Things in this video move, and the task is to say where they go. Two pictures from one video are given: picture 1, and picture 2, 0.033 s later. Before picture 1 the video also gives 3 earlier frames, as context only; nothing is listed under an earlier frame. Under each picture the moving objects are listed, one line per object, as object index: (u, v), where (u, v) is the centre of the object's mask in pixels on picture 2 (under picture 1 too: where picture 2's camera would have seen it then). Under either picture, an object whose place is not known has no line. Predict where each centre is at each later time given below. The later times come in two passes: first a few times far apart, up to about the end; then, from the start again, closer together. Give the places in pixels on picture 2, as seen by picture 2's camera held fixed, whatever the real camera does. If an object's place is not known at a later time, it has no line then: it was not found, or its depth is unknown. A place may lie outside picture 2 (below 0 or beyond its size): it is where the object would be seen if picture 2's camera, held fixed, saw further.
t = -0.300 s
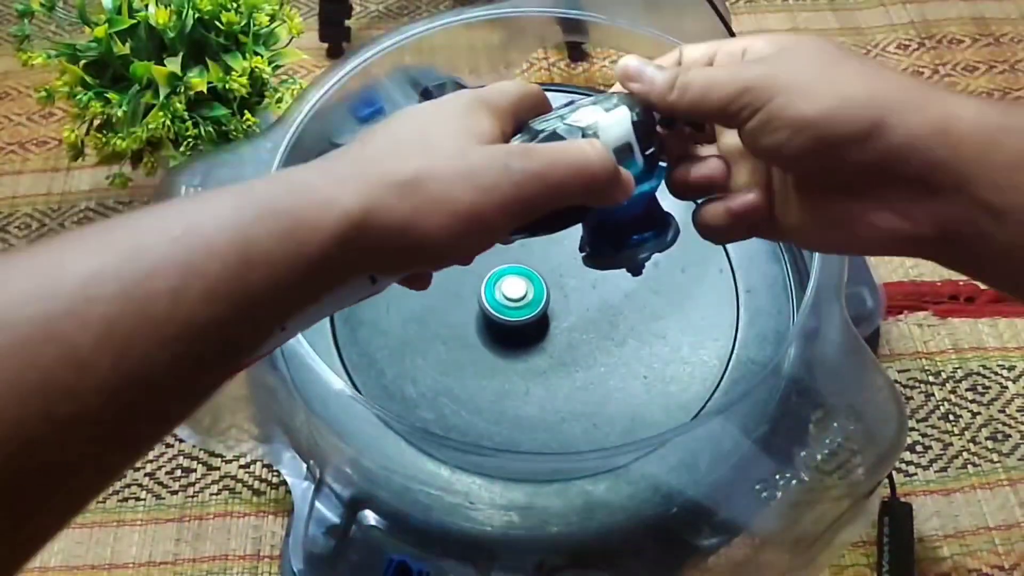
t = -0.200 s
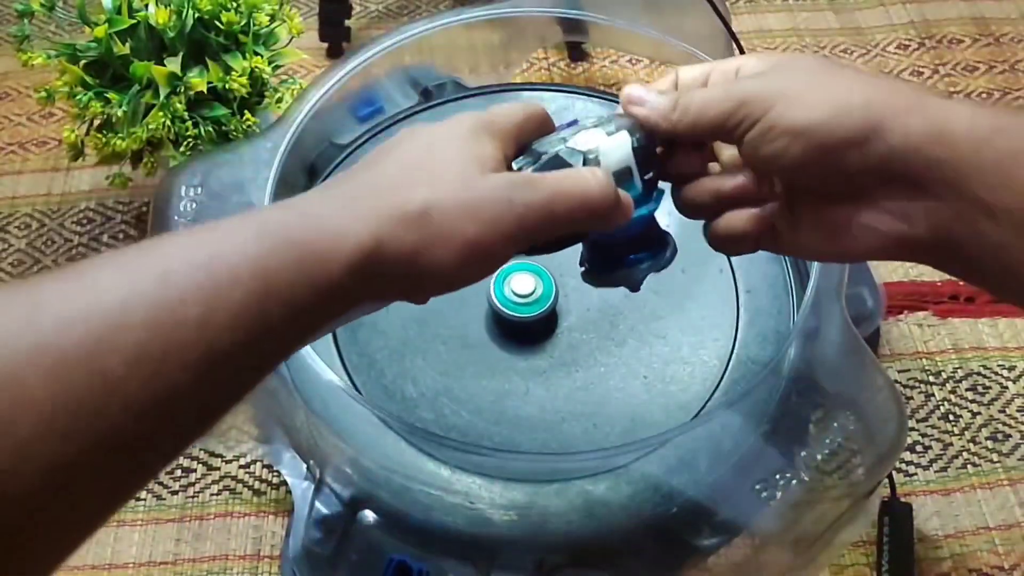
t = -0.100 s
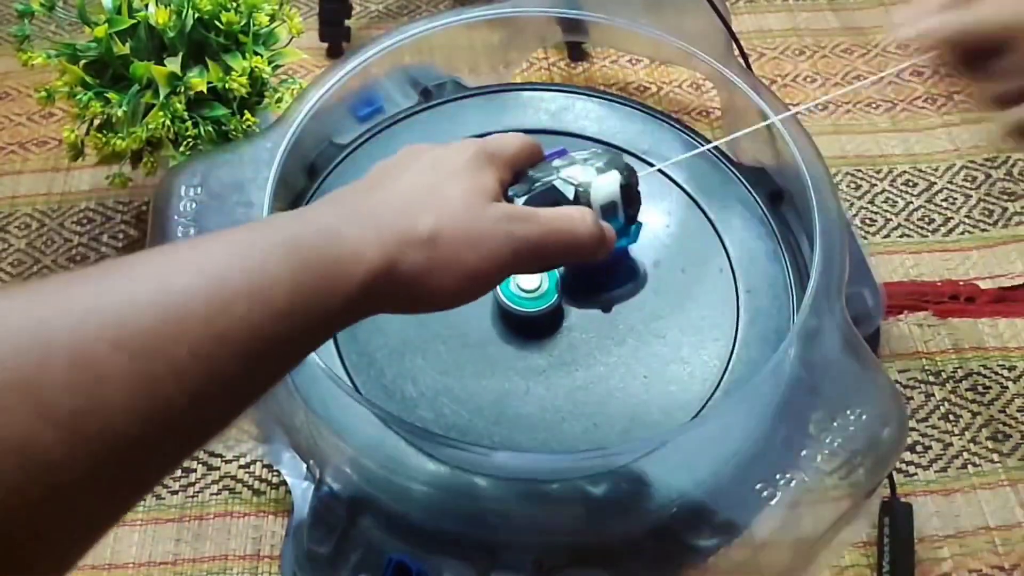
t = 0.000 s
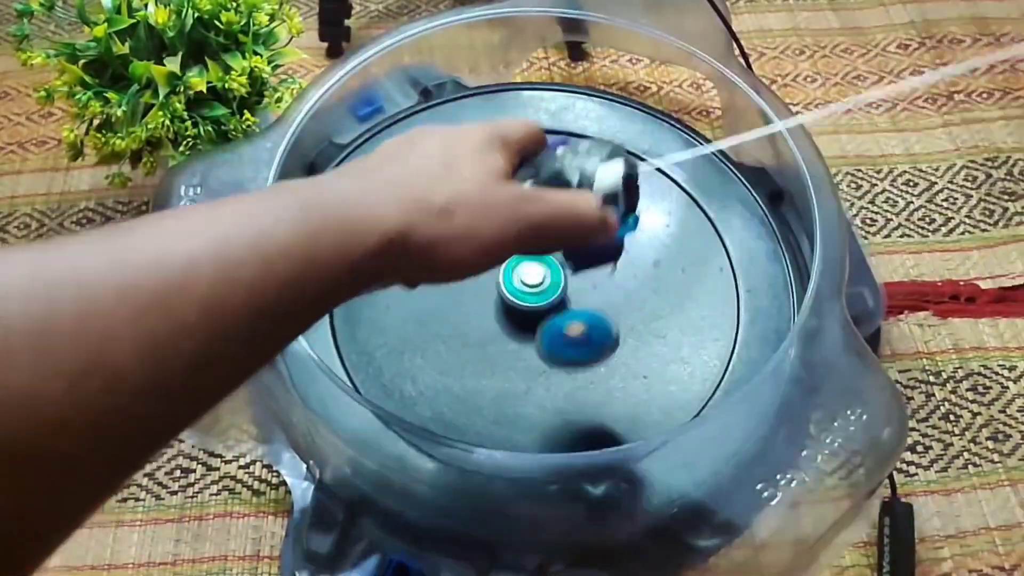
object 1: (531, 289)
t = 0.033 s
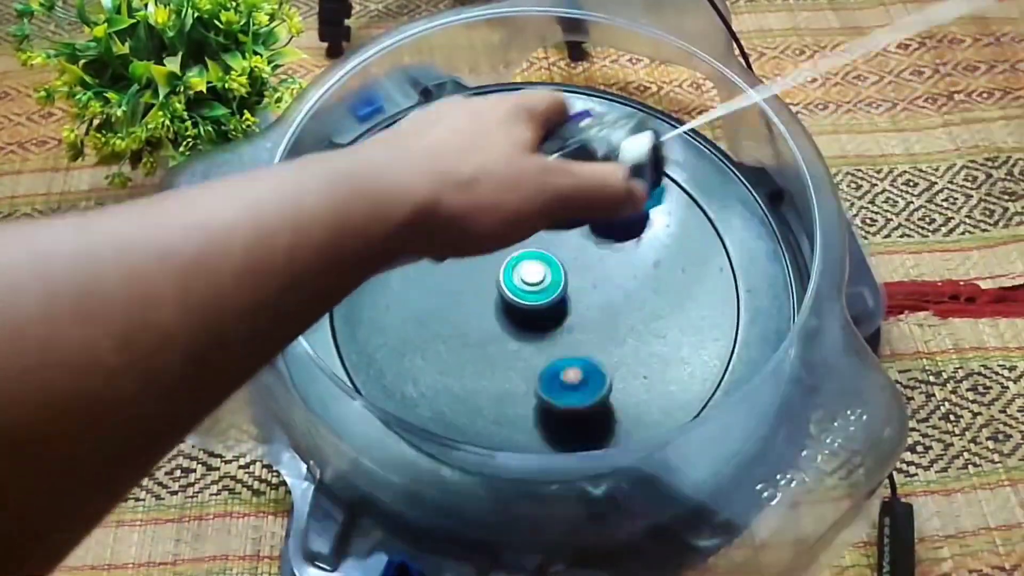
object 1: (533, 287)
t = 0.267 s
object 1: (535, 291)
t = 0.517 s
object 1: (552, 292)
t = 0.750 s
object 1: (548, 293)
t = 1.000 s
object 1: (563, 310)
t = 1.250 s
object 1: (561, 304)
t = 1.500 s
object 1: (698, 321)
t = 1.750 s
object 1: (773, 249)
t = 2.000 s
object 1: (733, 202)
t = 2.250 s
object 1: (625, 194)
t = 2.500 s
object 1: (502, 245)
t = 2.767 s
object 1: (428, 345)
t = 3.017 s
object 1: (451, 417)
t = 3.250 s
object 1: (521, 453)
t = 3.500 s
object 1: (582, 399)
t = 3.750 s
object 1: (592, 317)
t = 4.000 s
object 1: (743, 233)
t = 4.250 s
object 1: (630, 184)
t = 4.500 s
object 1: (563, 176)
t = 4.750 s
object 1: (500, 225)
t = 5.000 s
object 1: (478, 311)
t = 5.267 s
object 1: (513, 394)
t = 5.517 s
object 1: (571, 418)
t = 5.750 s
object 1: (761, 317)
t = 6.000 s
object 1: (747, 232)
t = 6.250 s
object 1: (656, 189)
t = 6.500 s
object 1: (528, 203)
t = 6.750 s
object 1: (419, 264)
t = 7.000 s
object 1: (380, 349)
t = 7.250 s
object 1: (426, 405)
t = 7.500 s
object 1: (517, 420)
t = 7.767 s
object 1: (593, 365)
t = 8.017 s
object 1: (608, 284)
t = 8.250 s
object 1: (581, 230)
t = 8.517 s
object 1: (532, 212)
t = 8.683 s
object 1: (504, 225)
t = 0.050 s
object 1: (532, 288)
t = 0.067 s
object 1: (532, 286)
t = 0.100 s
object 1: (532, 288)
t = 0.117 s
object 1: (532, 288)
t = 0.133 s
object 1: (532, 288)
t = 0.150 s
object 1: (532, 288)
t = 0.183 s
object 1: (533, 288)
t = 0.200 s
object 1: (533, 289)
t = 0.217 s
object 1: (533, 290)
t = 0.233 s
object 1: (534, 290)
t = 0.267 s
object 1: (535, 291)
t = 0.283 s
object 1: (536, 292)
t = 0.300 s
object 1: (537, 291)
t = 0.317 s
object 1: (538, 293)
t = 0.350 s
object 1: (541, 294)
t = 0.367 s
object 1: (542, 294)
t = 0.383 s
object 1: (543, 294)
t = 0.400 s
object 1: (545, 294)
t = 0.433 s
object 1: (547, 294)
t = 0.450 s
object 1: (549, 293)
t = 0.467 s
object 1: (550, 293)
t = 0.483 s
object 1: (551, 293)
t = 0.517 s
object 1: (552, 292)
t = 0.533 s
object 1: (553, 291)
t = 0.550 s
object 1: (553, 290)
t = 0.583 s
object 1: (553, 289)
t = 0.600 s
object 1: (553, 289)
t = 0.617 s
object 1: (553, 288)
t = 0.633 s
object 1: (552, 288)
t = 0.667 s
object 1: (551, 289)
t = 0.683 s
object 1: (550, 289)
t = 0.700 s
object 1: (549, 288)
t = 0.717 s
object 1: (549, 291)
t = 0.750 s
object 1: (548, 293)
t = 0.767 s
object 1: (548, 294)
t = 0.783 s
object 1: (548, 296)
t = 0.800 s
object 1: (549, 297)
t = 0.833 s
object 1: (550, 300)
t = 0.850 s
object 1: (551, 302)
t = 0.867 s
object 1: (552, 303)
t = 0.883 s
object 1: (553, 305)
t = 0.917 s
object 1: (556, 307)
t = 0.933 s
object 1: (557, 308)
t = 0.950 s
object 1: (559, 309)
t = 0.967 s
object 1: (560, 309)
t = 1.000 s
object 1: (563, 310)
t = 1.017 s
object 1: (565, 310)
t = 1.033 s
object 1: (566, 310)
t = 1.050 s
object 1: (568, 309)
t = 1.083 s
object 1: (569, 308)
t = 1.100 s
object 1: (570, 307)
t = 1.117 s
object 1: (570, 306)
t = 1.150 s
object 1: (569, 305)
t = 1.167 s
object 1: (569, 304)
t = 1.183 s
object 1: (567, 303)
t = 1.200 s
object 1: (566, 303)
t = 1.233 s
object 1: (563, 303)
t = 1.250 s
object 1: (561, 304)
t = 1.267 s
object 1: (560, 305)
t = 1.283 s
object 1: (559, 306)
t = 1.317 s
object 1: (556, 308)
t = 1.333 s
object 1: (555, 309)
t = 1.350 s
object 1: (554, 311)
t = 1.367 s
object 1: (553, 311)
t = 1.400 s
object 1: (553, 316)
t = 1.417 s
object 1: (553, 318)
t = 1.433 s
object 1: (564, 320)
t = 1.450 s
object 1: (602, 323)
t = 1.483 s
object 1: (668, 323)
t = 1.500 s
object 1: (698, 321)
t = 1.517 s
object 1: (723, 315)
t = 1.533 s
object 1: (743, 309)
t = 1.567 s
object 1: (765, 294)
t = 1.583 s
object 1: (772, 290)
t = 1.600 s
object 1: (777, 288)
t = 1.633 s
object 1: (779, 282)
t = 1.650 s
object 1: (777, 278)
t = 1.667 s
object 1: (776, 273)
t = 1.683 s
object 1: (775, 269)
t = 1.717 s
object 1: (774, 258)
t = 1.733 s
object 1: (774, 254)
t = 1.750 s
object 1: (773, 249)
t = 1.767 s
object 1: (772, 244)
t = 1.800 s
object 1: (769, 237)
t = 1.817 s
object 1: (768, 234)
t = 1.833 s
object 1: (765, 230)
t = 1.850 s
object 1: (764, 227)
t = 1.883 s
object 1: (759, 220)
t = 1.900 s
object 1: (756, 217)
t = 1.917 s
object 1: (753, 214)
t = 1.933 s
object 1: (749, 211)
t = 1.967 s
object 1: (742, 206)
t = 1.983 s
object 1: (738, 204)
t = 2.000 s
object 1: (733, 202)
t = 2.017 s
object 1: (728, 200)
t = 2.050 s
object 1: (719, 198)
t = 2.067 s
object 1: (713, 195)
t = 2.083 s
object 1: (708, 194)
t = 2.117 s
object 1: (694, 194)
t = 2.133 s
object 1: (686, 194)
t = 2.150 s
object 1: (678, 197)
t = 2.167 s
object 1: (668, 193)
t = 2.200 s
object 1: (651, 194)
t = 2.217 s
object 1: (642, 192)
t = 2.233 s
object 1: (634, 193)
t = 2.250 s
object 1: (625, 194)
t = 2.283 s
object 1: (608, 196)
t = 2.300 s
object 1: (599, 198)
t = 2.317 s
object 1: (591, 202)
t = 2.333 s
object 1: (583, 204)
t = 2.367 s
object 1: (565, 211)
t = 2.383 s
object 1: (557, 215)
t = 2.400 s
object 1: (549, 218)
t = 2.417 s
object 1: (541, 222)
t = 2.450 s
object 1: (525, 231)
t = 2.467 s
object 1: (517, 233)
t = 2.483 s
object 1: (508, 238)
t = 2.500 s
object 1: (502, 245)
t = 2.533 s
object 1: (489, 257)
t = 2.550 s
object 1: (483, 262)
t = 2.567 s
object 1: (476, 268)
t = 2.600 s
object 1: (465, 280)
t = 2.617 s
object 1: (460, 286)
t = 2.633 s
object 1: (455, 293)
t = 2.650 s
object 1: (451, 299)
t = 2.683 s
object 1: (443, 313)
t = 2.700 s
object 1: (439, 320)
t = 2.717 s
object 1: (436, 326)
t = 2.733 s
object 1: (433, 333)
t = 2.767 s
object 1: (428, 345)
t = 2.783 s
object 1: (427, 354)
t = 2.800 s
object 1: (426, 360)
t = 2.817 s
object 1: (425, 367)
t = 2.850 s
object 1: (425, 377)
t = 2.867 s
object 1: (425, 383)
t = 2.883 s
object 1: (427, 390)
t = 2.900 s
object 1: (428, 393)
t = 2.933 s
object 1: (433, 401)
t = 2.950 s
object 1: (436, 405)
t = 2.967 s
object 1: (439, 408)
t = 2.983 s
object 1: (443, 411)
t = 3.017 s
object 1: (451, 417)
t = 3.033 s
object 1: (455, 420)
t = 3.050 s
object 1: (459, 422)
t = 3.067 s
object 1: (465, 424)
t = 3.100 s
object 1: (475, 428)
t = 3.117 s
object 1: (480, 430)
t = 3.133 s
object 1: (486, 432)
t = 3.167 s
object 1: (496, 433)
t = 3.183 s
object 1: (499, 449)
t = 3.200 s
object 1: (505, 451)
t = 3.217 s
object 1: (510, 452)
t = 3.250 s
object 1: (521, 453)
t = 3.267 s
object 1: (527, 453)
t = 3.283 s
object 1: (532, 453)
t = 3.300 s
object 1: (537, 451)
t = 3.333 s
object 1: (547, 431)
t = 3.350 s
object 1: (552, 430)
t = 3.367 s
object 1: (556, 428)
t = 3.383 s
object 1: (560, 426)
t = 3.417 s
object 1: (568, 421)
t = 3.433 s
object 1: (572, 418)
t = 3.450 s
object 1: (575, 415)
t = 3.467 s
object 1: (578, 411)
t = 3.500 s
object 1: (582, 399)
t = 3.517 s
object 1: (583, 394)
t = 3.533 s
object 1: (585, 388)
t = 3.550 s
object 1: (586, 383)
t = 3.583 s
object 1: (587, 374)
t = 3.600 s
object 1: (586, 368)
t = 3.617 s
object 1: (586, 362)
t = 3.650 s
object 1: (584, 351)
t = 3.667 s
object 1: (583, 345)
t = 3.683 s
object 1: (582, 339)
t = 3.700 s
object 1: (581, 334)
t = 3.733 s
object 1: (576, 322)
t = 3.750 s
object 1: (592, 317)
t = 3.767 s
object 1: (627, 314)
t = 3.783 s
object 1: (658, 309)
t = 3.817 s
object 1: (714, 294)
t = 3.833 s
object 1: (739, 290)
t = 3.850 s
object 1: (755, 275)
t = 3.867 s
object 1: (767, 266)
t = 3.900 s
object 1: (781, 251)
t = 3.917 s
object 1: (777, 250)
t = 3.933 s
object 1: (771, 250)
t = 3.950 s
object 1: (766, 245)
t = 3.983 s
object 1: (751, 237)
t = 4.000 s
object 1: (743, 233)
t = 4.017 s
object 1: (736, 229)
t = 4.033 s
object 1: (730, 225)
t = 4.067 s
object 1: (713, 217)
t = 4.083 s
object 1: (704, 214)
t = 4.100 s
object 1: (696, 210)
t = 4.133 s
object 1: (679, 203)
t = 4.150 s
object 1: (670, 200)
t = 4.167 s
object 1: (661, 198)
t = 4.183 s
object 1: (653, 194)
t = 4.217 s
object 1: (640, 189)
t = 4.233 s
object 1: (635, 186)
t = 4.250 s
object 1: (630, 184)
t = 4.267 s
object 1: (625, 181)
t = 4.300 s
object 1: (617, 177)
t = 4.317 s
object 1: (612, 176)
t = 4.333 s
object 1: (608, 176)
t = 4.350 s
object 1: (603, 173)
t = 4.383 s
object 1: (595, 170)
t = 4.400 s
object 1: (590, 169)
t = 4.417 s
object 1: (586, 169)
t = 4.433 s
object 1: (581, 170)
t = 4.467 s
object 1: (572, 171)
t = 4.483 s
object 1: (567, 175)
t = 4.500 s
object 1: (563, 176)
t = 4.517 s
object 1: (558, 178)
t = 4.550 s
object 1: (549, 181)
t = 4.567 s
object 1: (544, 184)
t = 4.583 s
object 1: (540, 187)
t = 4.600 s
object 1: (535, 190)
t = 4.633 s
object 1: (527, 196)
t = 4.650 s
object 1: (522, 200)
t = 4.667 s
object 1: (518, 204)
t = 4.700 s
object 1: (511, 212)
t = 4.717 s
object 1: (507, 216)
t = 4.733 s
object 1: (503, 221)
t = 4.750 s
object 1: (500, 225)
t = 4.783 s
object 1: (494, 235)
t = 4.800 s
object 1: (492, 241)
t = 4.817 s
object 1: (489, 246)
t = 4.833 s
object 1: (487, 252)
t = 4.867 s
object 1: (483, 263)
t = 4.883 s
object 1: (481, 267)
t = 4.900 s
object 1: (480, 274)
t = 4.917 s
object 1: (479, 280)
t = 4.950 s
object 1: (478, 293)
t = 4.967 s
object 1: (478, 299)
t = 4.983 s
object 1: (478, 305)
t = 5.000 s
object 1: (478, 311)
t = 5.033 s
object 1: (479, 323)
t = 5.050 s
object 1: (480, 330)
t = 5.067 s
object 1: (481, 336)
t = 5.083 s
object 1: (483, 341)
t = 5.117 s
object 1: (487, 352)
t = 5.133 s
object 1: (489, 357)
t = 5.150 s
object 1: (491, 363)
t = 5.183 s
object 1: (497, 372)
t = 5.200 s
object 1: (500, 377)
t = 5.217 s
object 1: (503, 382)
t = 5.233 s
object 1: (506, 386)
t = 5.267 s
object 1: (513, 394)
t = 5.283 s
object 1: (516, 396)
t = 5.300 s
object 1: (520, 399)
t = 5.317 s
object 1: (524, 402)
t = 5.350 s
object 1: (532, 409)
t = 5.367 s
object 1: (536, 411)
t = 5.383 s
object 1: (540, 413)
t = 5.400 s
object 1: (544, 414)
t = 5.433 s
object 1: (553, 417)
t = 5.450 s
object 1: (556, 417)
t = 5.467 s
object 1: (560, 418)
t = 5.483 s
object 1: (564, 418)
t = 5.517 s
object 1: (571, 418)
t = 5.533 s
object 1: (574, 418)
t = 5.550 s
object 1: (577, 418)
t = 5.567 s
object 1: (580, 417)
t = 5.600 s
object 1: (587, 416)
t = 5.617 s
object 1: (610, 412)
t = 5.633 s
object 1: (642, 405)
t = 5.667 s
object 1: (697, 386)
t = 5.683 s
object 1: (717, 370)
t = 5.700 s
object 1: (732, 354)
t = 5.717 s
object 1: (742, 343)
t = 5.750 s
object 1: (761, 317)
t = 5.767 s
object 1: (765, 306)
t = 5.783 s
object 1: (768, 297)
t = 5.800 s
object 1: (769, 289)
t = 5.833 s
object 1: (768, 277)
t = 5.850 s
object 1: (767, 272)
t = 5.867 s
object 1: (766, 267)
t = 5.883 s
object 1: (764, 262)
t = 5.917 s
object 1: (760, 253)
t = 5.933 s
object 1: (758, 249)
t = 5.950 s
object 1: (756, 245)
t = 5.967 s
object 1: (753, 241)
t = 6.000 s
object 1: (747, 232)
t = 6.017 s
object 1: (743, 229)
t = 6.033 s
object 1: (740, 225)
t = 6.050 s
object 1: (736, 222)
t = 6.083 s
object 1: (728, 215)
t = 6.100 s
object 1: (723, 212)
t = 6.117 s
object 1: (718, 209)
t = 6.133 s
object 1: (712, 205)
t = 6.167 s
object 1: (696, 201)
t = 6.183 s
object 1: (688, 199)
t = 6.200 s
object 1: (681, 196)
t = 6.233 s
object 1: (664, 192)
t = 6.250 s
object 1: (656, 189)
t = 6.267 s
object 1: (649, 190)
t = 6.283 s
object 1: (640, 187)
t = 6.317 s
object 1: (623, 185)
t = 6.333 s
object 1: (614, 184)
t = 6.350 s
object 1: (606, 185)
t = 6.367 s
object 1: (597, 185)
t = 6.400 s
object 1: (579, 187)
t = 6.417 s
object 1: (570, 191)
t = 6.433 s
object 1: (562, 190)
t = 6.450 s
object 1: (553, 195)
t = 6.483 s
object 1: (536, 200)
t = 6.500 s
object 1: (528, 203)
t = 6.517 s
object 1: (519, 206)
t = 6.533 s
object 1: (511, 208)
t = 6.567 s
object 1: (494, 215)
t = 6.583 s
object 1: (487, 220)
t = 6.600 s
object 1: (479, 223)
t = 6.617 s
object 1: (471, 226)
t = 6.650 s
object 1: (456, 234)
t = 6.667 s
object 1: (449, 239)
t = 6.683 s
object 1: (442, 244)
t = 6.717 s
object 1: (430, 254)
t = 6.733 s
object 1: (424, 259)
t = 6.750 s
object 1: (419, 264)
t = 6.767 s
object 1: (414, 270)
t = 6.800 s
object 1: (404, 280)
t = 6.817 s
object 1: (400, 286)
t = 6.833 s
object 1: (397, 292)
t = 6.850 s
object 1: (394, 298)
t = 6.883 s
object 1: (389, 309)
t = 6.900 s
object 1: (386, 315)
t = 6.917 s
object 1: (384, 317)
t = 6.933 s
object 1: (383, 326)
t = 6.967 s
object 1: (381, 338)
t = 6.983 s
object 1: (380, 344)
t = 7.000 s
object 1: (380, 349)
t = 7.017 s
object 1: (380, 355)
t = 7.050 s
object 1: (381, 361)
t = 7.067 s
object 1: (383, 366)
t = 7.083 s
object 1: (386, 371)
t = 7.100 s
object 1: (389, 375)
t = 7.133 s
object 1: (395, 383)
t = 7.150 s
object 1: (399, 387)
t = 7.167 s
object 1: (402, 390)
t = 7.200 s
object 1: (412, 397)
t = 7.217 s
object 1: (416, 399)
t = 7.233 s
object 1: (421, 402)
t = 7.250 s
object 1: (426, 405)
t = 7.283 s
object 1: (437, 410)
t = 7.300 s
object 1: (442, 411)
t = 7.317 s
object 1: (448, 413)
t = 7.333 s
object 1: (454, 415)
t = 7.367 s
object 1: (467, 418)
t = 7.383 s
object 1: (473, 419)
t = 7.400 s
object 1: (479, 420)
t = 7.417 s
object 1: (486, 421)
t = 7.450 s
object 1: (499, 421)
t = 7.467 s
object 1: (505, 421)
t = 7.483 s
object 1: (511, 420)
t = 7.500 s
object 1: (517, 420)
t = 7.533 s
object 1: (529, 418)
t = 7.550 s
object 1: (535, 416)
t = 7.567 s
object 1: (540, 415)
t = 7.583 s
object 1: (546, 412)
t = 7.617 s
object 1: (558, 407)
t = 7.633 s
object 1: (562, 403)
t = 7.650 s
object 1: (567, 398)
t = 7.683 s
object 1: (576, 390)
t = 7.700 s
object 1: (580, 385)
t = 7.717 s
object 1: (584, 380)
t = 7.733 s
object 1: (587, 375)
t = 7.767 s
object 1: (593, 365)
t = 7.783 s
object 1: (596, 360)
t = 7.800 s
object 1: (599, 354)
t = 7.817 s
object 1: (601, 349)
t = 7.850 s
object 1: (605, 337)
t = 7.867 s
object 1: (606, 333)
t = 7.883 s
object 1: (608, 326)
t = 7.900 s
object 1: (609, 319)
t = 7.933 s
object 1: (609, 307)
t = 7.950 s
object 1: (610, 302)
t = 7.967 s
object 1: (610, 300)
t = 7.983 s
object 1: (610, 294)
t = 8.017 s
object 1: (608, 284)
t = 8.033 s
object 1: (607, 279)
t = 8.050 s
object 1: (606, 275)
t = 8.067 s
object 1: (605, 270)
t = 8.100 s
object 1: (602, 261)
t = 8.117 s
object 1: (600, 257)
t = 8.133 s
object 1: (598, 253)
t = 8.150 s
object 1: (596, 249)
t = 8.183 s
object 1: (591, 242)
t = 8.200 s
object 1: (589, 239)
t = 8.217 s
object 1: (586, 236)
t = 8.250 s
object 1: (581, 230)
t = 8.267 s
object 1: (578, 228)
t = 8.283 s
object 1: (576, 225)
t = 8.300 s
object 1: (573, 223)
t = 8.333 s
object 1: (567, 220)
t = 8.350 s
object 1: (564, 218)
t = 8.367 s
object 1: (561, 217)
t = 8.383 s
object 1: (557, 215)
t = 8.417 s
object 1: (550, 211)
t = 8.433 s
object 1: (547, 210)
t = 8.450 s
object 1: (545, 210)
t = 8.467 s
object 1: (542, 212)
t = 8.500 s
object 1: (536, 212)
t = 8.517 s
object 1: (532, 212)
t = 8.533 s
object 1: (529, 212)
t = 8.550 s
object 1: (526, 213)
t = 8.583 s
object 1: (520, 215)
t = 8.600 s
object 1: (518, 216)
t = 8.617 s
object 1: (515, 218)
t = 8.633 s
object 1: (512, 219)
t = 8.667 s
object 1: (507, 223)
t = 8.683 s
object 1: (504, 225)
